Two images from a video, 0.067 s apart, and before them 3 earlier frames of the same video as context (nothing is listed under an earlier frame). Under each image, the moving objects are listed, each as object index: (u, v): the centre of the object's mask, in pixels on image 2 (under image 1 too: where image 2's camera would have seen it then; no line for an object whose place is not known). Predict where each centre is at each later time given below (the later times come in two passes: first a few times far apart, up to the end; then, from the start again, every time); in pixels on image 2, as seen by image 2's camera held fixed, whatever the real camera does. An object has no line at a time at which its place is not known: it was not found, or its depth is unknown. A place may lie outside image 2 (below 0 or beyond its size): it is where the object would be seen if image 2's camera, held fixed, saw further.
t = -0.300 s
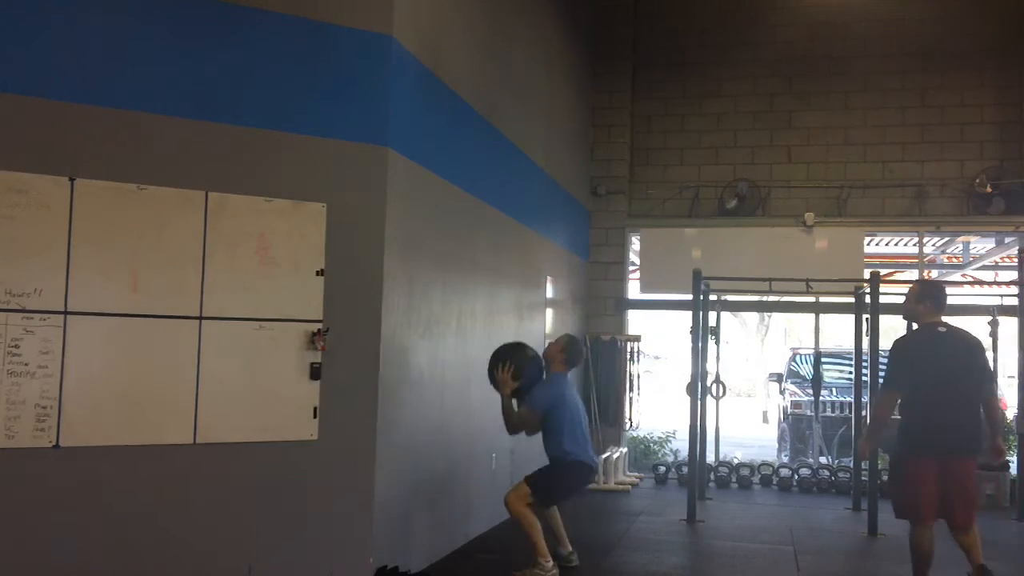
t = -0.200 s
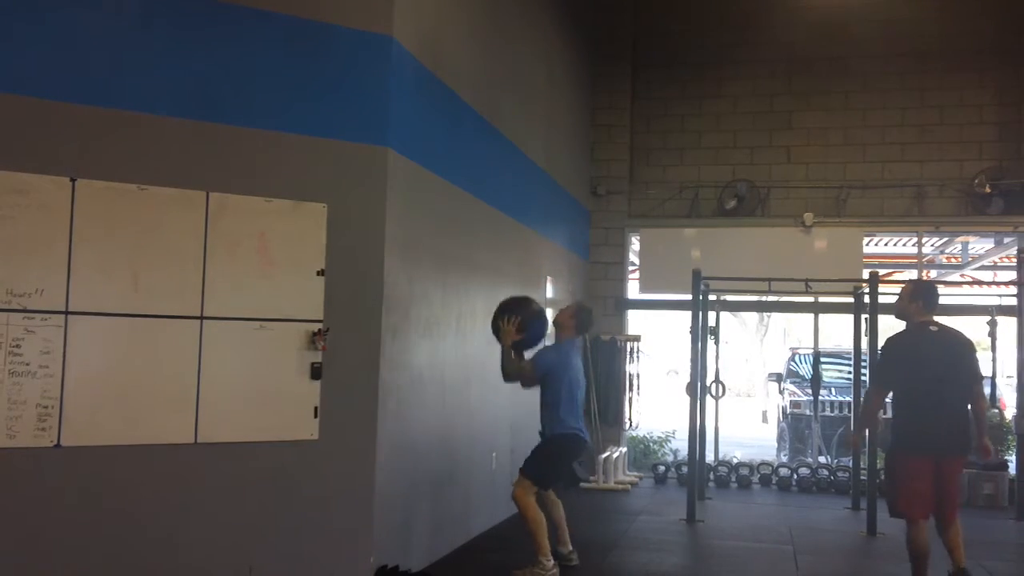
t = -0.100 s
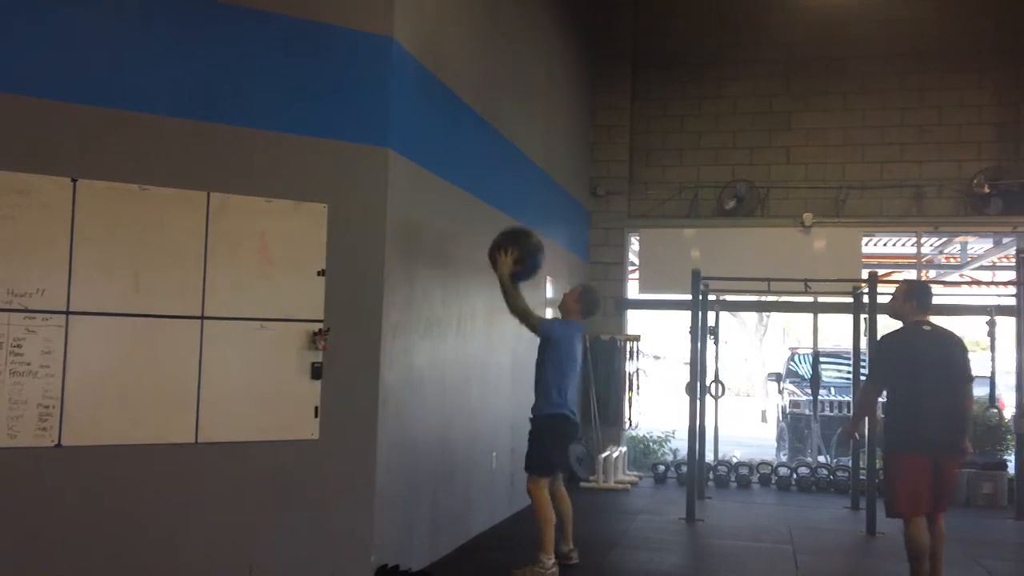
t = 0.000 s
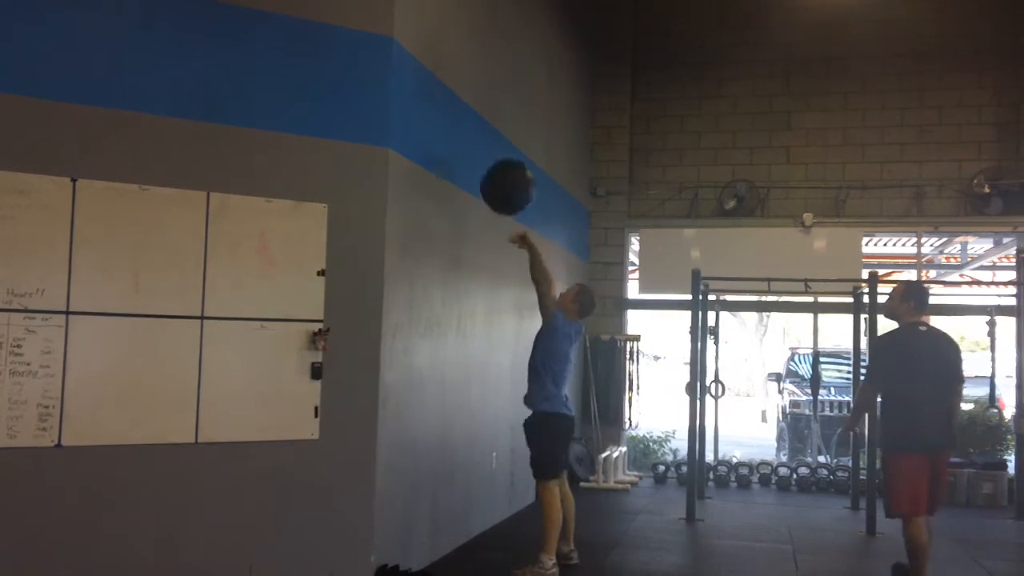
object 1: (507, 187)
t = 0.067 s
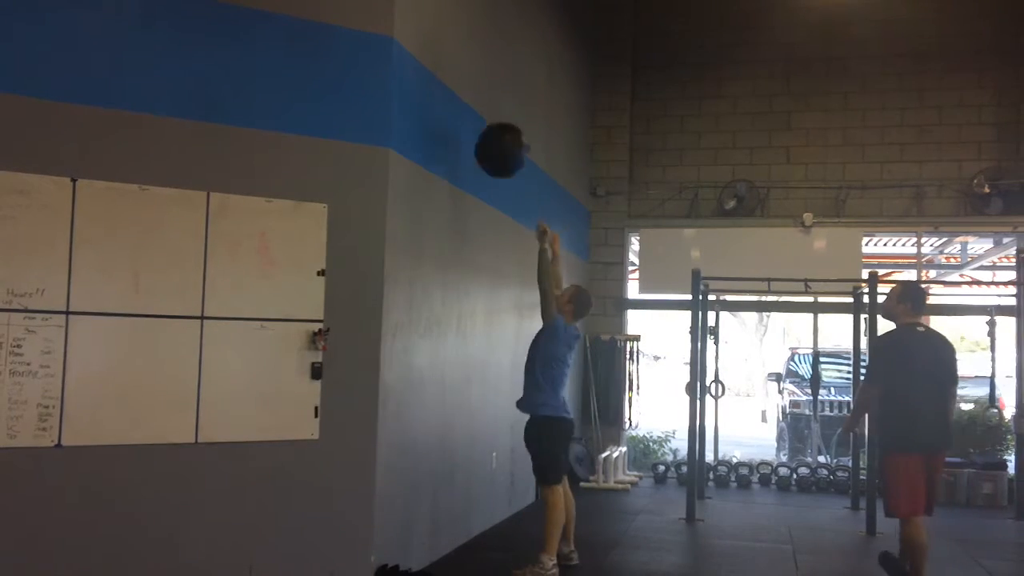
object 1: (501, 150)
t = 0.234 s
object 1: (486, 87)
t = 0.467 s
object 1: (475, 67)
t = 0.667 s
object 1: (487, 113)
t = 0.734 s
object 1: (489, 142)
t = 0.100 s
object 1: (498, 134)
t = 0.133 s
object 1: (495, 120)
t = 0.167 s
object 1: (492, 107)
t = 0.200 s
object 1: (489, 96)
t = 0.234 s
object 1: (486, 87)
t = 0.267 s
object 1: (483, 79)
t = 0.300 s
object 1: (479, 73)
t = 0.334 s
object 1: (475, 69)
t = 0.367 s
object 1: (472, 66)
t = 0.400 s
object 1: (472, 65)
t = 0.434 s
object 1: (474, 65)
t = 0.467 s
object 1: (475, 67)
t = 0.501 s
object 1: (477, 71)
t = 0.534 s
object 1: (481, 76)
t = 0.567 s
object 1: (482, 82)
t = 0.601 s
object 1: (484, 91)
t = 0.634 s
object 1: (486, 101)
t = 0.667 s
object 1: (487, 113)
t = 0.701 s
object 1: (489, 127)
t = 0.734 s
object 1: (489, 142)
